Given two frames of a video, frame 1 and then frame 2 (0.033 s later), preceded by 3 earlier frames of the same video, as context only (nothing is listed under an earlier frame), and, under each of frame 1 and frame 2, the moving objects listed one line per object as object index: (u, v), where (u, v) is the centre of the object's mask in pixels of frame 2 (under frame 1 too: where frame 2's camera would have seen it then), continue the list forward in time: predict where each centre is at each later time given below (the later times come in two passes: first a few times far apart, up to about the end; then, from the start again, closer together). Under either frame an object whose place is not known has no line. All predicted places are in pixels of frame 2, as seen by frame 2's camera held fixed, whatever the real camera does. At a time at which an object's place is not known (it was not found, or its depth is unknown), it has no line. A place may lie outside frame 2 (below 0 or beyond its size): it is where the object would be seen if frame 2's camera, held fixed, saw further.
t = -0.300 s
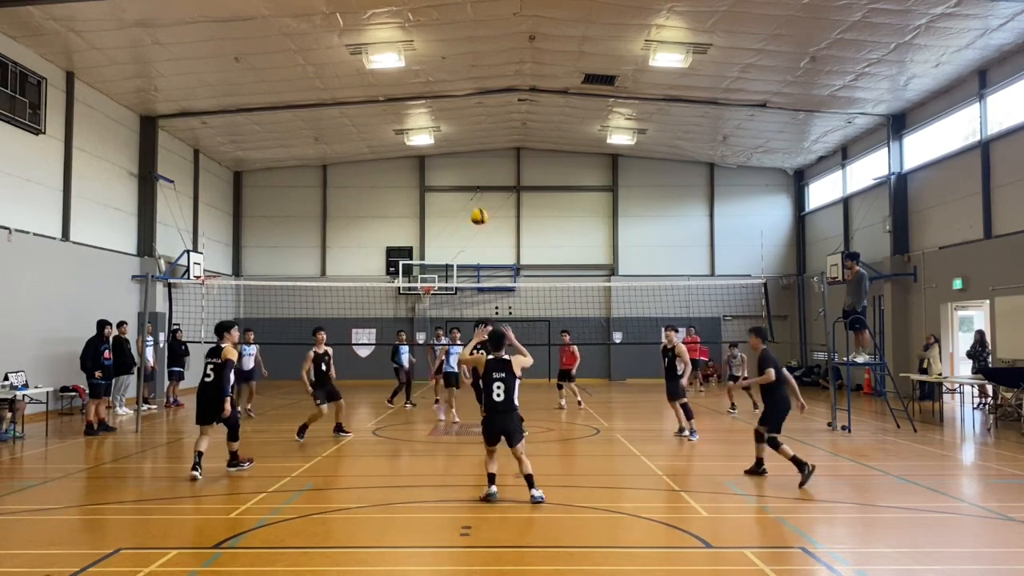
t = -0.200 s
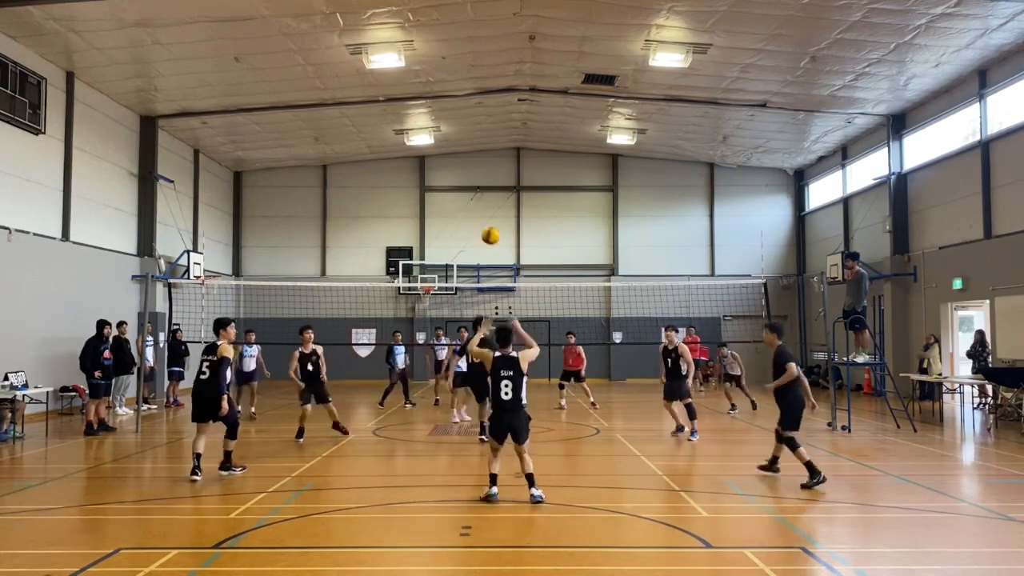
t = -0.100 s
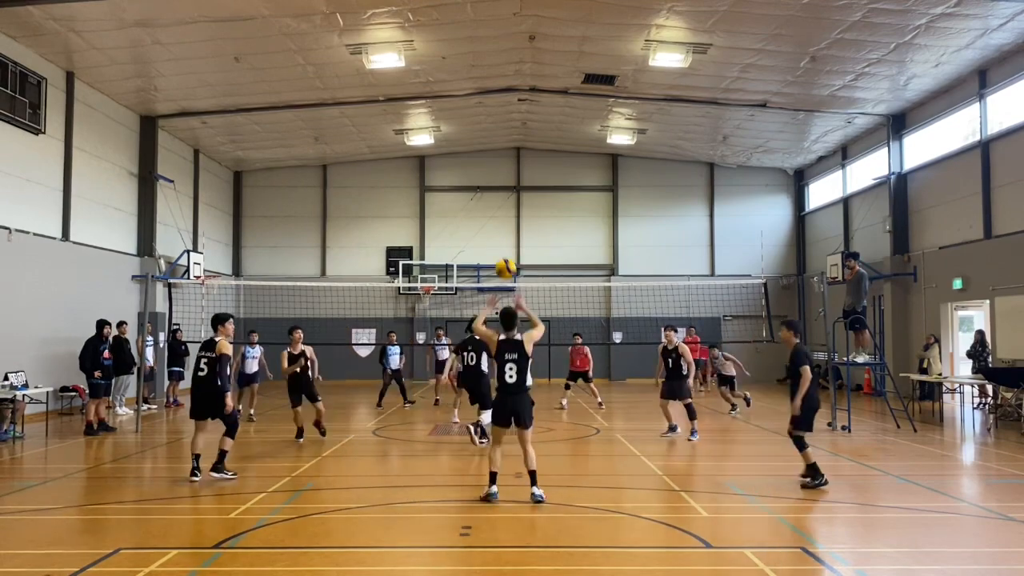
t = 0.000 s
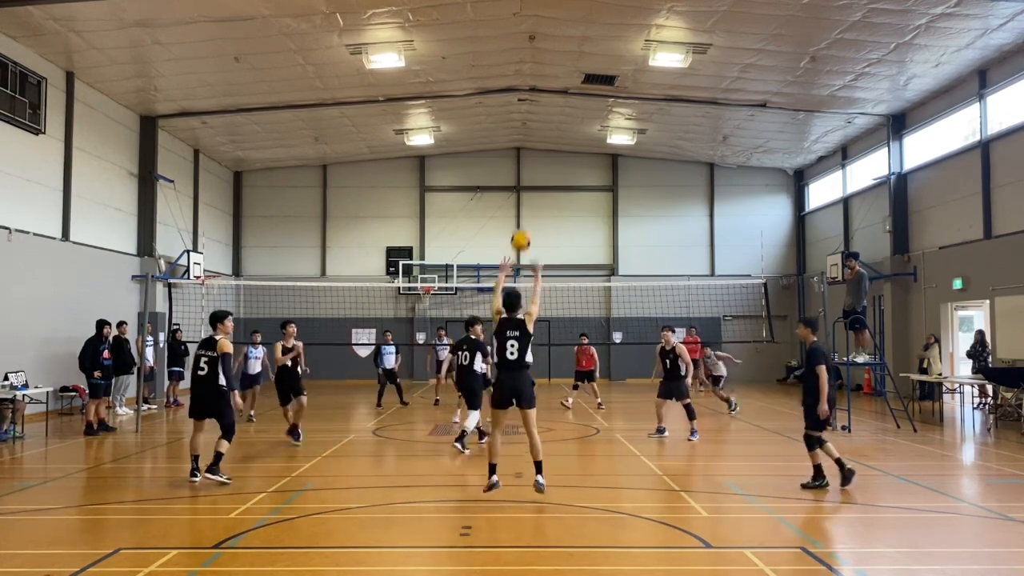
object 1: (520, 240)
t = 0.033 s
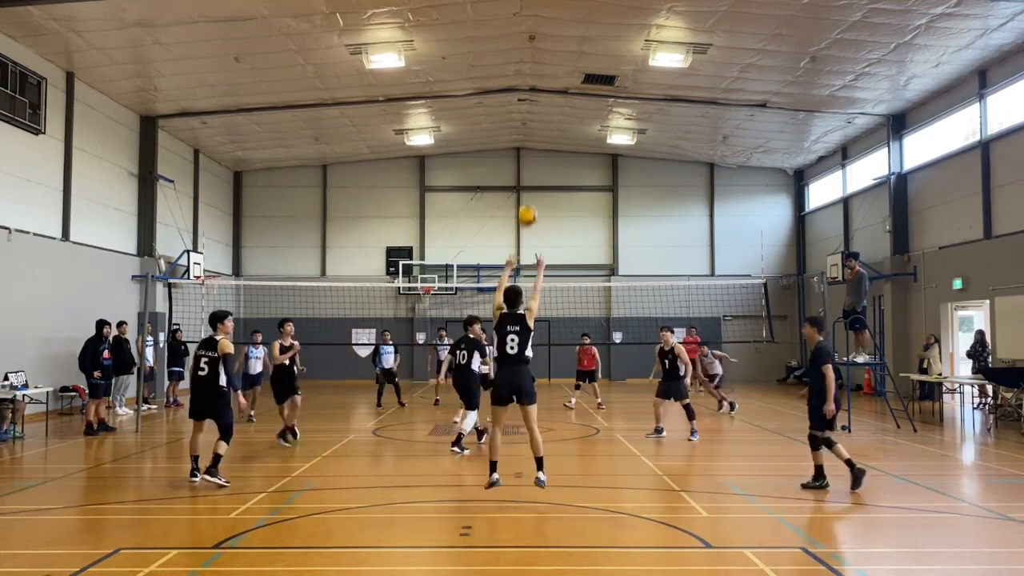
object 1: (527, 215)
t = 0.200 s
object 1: (551, 123)
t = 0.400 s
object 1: (575, 61)
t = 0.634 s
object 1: (597, 38)
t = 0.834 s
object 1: (612, 51)
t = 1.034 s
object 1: (626, 92)
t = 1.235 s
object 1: (639, 154)
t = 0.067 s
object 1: (532, 194)
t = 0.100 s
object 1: (536, 174)
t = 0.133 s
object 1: (541, 155)
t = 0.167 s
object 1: (547, 138)
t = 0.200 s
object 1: (551, 123)
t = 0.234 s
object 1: (555, 109)
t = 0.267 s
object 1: (559, 96)
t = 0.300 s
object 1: (564, 86)
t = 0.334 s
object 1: (567, 77)
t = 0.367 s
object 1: (571, 68)
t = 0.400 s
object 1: (575, 61)
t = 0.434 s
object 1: (578, 54)
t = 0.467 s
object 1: (582, 49)
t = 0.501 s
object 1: (585, 45)
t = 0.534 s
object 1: (588, 41)
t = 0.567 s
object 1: (591, 39)
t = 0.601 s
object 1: (594, 38)
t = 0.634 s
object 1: (597, 38)
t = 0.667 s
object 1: (600, 38)
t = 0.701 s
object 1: (603, 38)
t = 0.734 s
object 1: (605, 40)
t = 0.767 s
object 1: (608, 43)
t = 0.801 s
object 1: (609, 47)
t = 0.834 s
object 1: (612, 51)
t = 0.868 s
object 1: (615, 57)
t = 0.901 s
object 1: (617, 62)
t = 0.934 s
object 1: (620, 68)
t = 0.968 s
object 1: (621, 76)
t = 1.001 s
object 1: (623, 83)
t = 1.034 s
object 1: (626, 92)
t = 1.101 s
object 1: (630, 111)
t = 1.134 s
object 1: (632, 121)
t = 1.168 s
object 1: (634, 132)
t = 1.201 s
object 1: (637, 142)
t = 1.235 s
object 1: (639, 154)
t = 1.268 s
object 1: (641, 166)
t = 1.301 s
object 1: (642, 178)
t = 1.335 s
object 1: (645, 192)
